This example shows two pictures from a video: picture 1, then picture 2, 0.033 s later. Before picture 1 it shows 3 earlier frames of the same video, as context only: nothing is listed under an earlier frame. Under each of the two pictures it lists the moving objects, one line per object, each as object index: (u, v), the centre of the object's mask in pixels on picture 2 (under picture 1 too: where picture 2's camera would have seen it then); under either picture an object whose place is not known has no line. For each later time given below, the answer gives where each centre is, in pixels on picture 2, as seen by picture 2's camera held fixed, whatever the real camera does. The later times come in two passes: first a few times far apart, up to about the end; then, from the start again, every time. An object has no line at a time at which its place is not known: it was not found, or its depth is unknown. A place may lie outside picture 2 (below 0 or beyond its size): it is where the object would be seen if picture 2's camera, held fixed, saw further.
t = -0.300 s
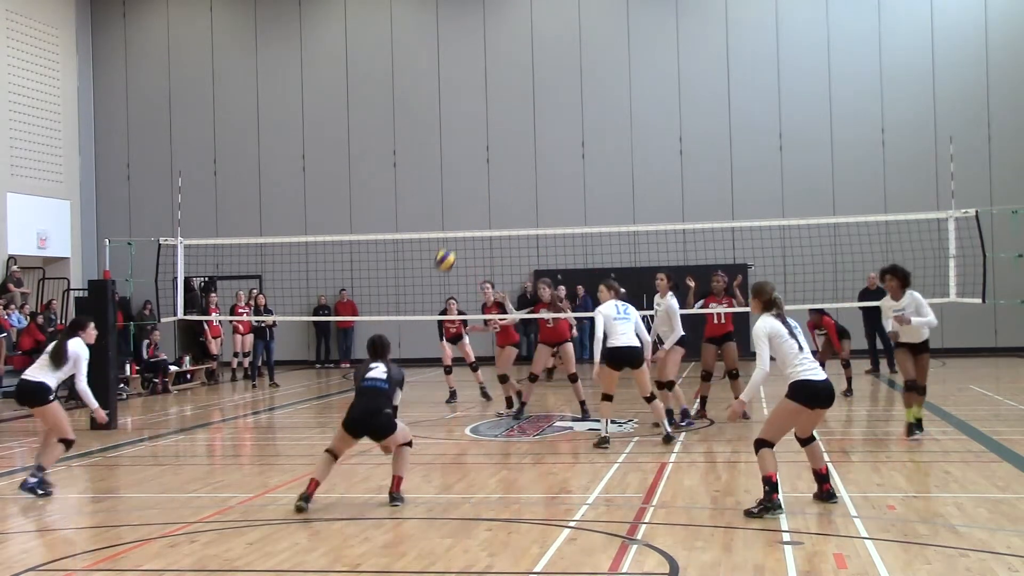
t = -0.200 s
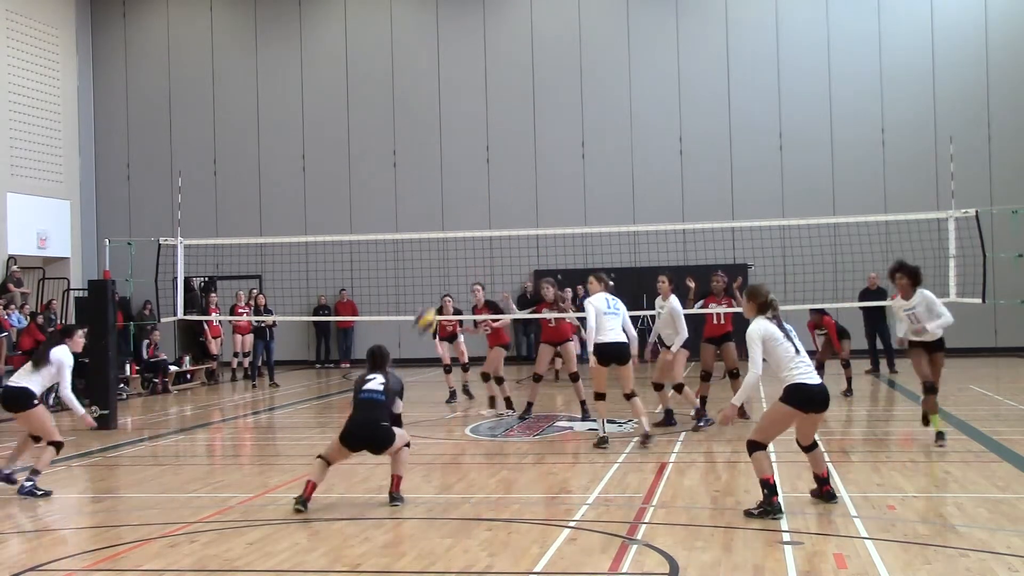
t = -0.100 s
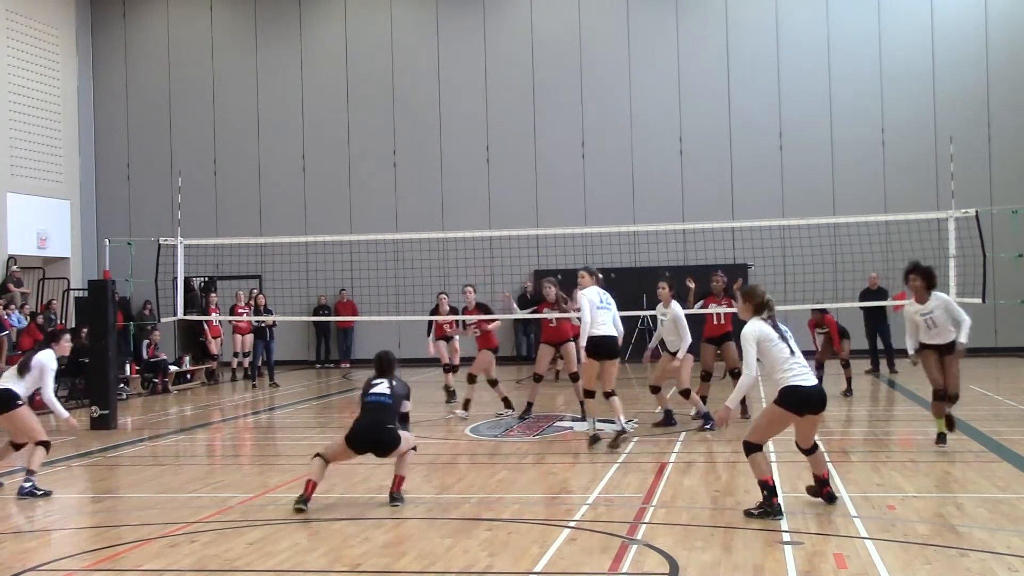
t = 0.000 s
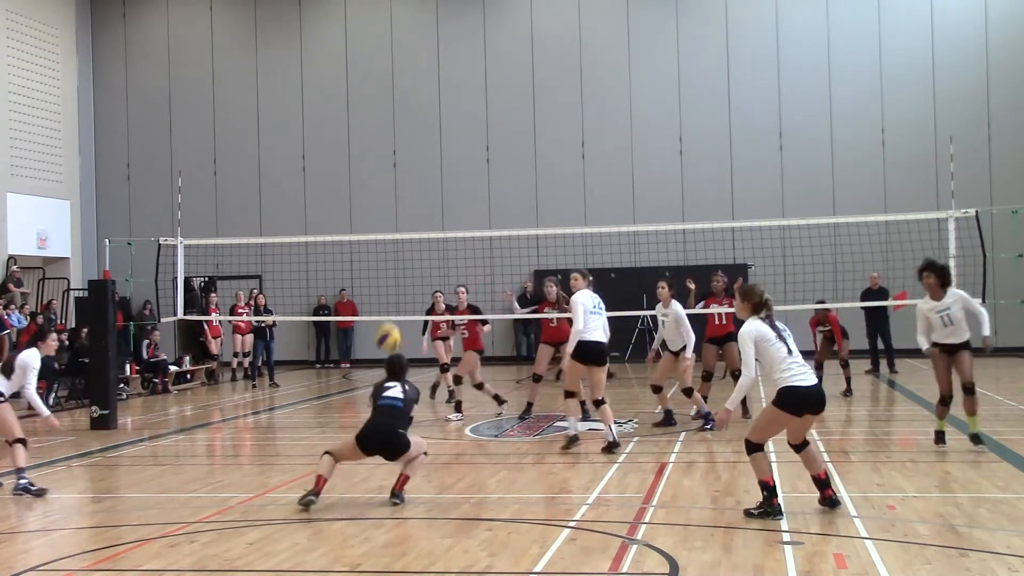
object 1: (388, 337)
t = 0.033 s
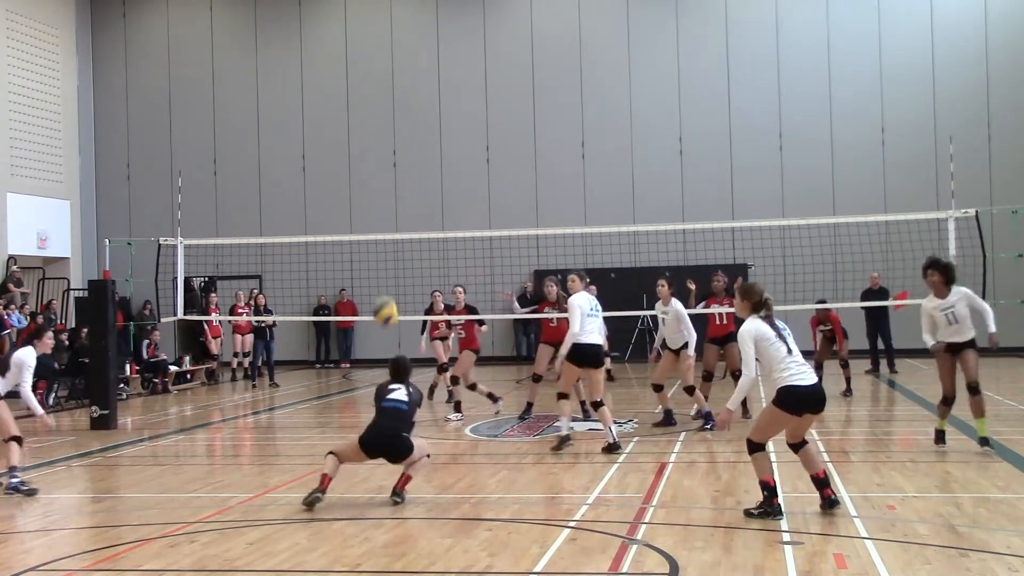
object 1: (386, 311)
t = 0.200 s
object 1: (371, 213)
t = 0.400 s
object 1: (358, 147)
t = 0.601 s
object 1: (346, 127)
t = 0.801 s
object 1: (337, 145)
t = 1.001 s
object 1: (330, 195)
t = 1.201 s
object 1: (324, 268)
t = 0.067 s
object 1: (383, 289)
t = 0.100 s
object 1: (379, 266)
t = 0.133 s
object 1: (378, 249)
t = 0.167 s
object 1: (374, 229)
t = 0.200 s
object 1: (371, 213)
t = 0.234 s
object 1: (369, 198)
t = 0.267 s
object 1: (367, 185)
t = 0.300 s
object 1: (364, 173)
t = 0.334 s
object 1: (362, 163)
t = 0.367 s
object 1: (360, 155)
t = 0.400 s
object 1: (358, 147)
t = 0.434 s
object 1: (356, 141)
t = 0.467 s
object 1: (353, 135)
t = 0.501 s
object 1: (352, 132)
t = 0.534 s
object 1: (350, 129)
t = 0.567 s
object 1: (348, 127)
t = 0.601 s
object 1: (346, 127)
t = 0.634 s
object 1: (345, 128)
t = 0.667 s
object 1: (343, 129)
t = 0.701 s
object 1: (341, 131)
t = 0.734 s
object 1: (340, 135)
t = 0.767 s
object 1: (338, 139)
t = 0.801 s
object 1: (337, 145)
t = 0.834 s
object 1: (336, 150)
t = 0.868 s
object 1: (334, 157)
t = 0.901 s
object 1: (333, 166)
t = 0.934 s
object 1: (333, 174)
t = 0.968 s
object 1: (331, 184)
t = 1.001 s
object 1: (330, 195)
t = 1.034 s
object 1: (329, 205)
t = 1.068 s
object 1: (328, 216)
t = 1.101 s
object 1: (328, 228)
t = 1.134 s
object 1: (327, 242)
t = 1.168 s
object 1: (325, 256)
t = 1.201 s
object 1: (324, 268)
